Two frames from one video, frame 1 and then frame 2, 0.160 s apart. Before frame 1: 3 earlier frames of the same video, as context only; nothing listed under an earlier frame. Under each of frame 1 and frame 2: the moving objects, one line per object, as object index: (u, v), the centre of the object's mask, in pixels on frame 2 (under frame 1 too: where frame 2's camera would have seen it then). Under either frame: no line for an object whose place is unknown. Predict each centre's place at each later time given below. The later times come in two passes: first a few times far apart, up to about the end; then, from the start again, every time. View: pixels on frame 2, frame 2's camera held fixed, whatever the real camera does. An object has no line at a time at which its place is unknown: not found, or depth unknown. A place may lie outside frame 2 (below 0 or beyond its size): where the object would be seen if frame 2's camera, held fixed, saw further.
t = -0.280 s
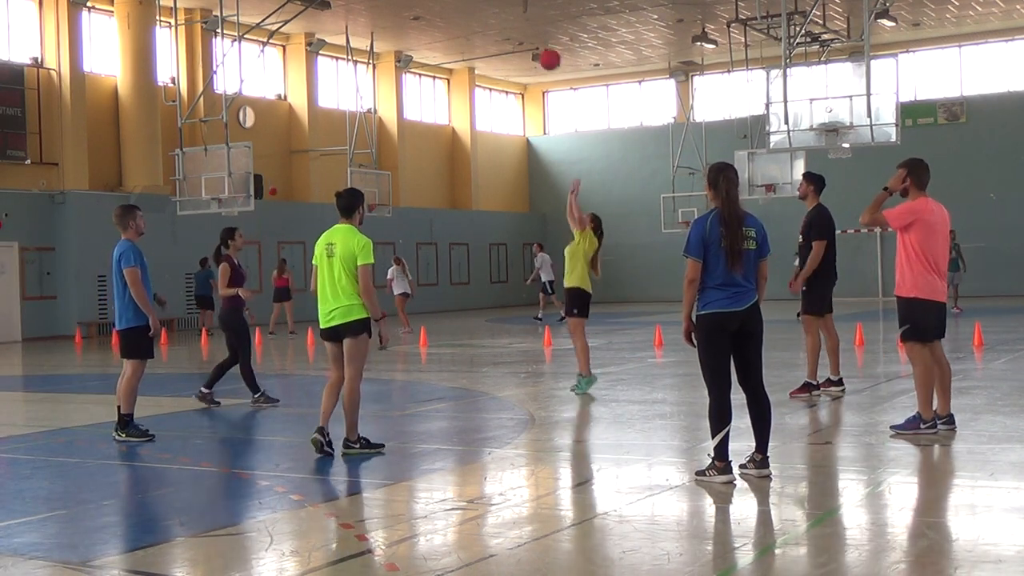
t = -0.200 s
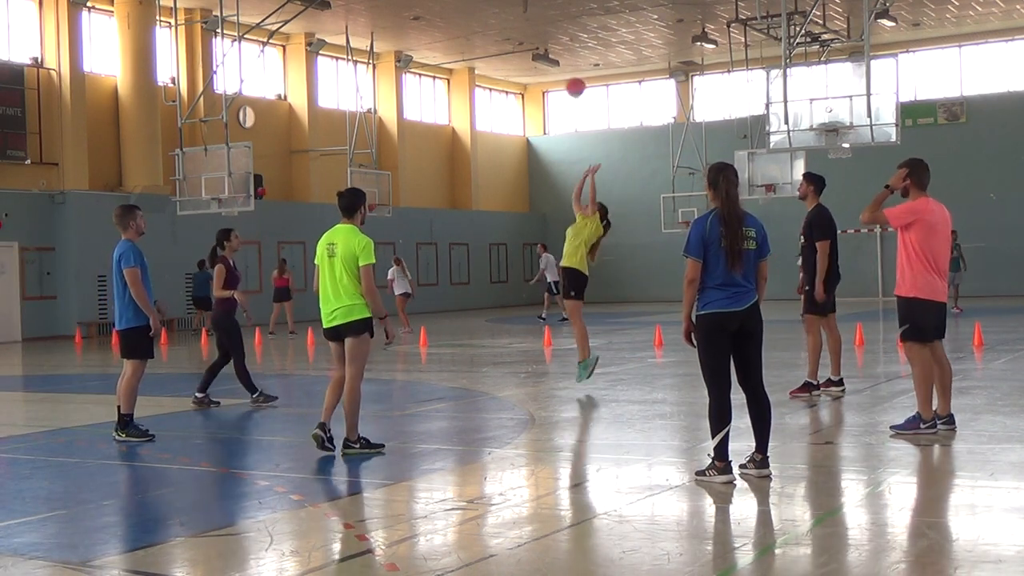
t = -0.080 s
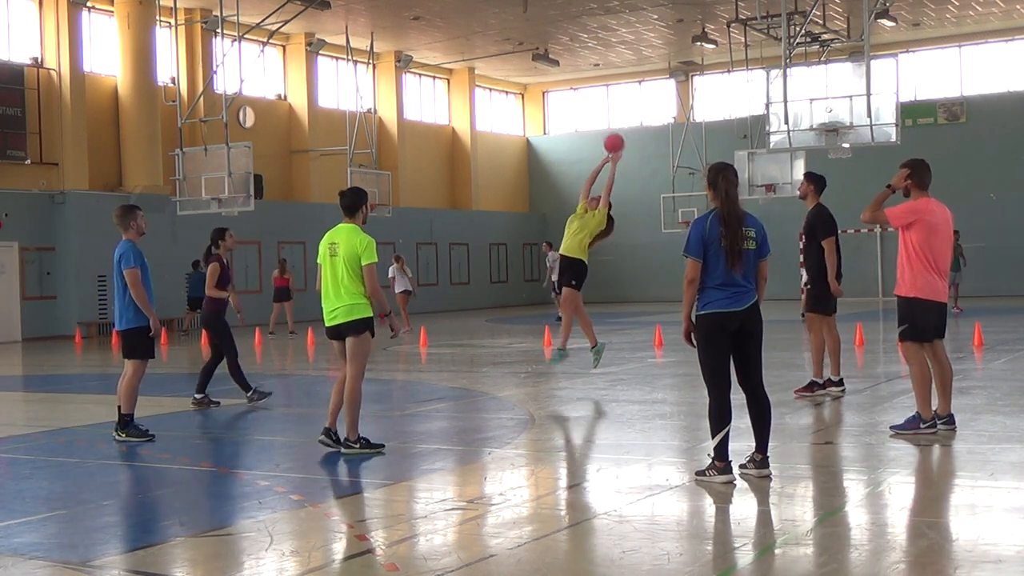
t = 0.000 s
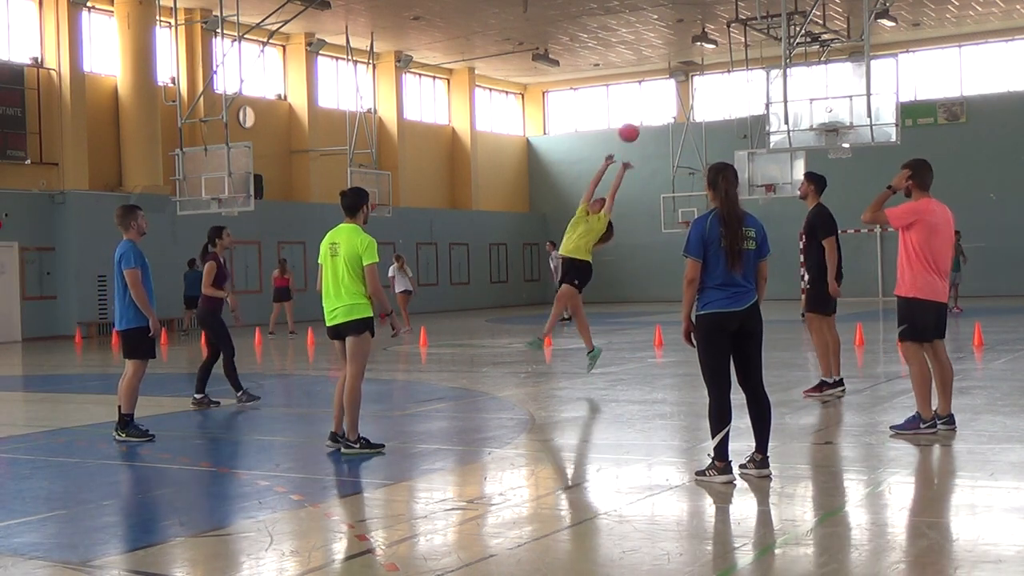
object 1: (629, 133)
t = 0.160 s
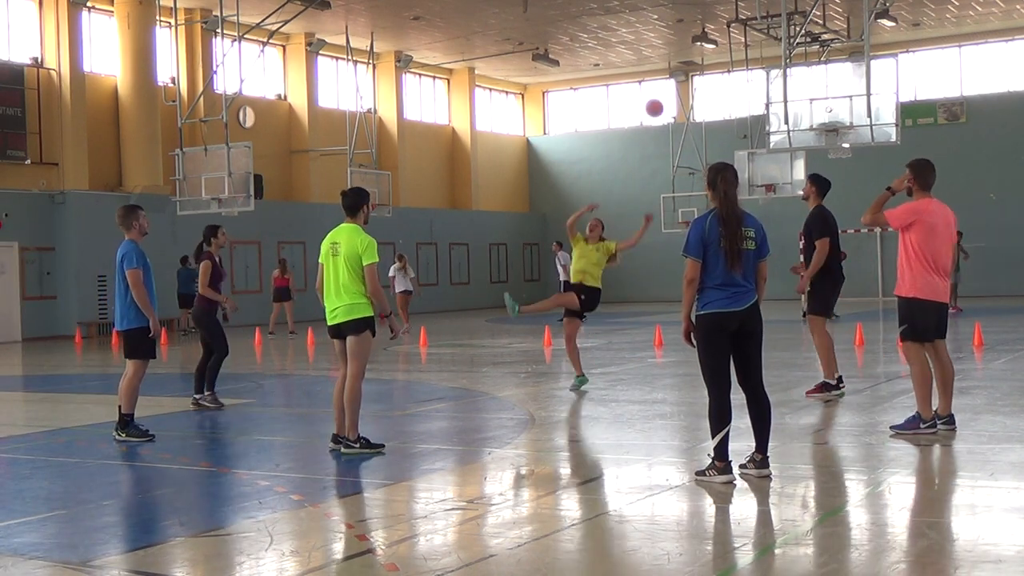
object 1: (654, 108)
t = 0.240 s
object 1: (668, 106)
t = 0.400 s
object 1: (692, 121)
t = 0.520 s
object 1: (712, 148)
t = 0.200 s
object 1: (661, 106)
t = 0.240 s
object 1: (668, 106)
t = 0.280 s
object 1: (674, 108)
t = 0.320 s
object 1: (681, 111)
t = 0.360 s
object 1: (686, 115)
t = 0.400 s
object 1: (692, 121)
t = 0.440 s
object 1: (699, 129)
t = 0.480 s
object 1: (706, 138)
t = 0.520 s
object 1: (712, 148)
